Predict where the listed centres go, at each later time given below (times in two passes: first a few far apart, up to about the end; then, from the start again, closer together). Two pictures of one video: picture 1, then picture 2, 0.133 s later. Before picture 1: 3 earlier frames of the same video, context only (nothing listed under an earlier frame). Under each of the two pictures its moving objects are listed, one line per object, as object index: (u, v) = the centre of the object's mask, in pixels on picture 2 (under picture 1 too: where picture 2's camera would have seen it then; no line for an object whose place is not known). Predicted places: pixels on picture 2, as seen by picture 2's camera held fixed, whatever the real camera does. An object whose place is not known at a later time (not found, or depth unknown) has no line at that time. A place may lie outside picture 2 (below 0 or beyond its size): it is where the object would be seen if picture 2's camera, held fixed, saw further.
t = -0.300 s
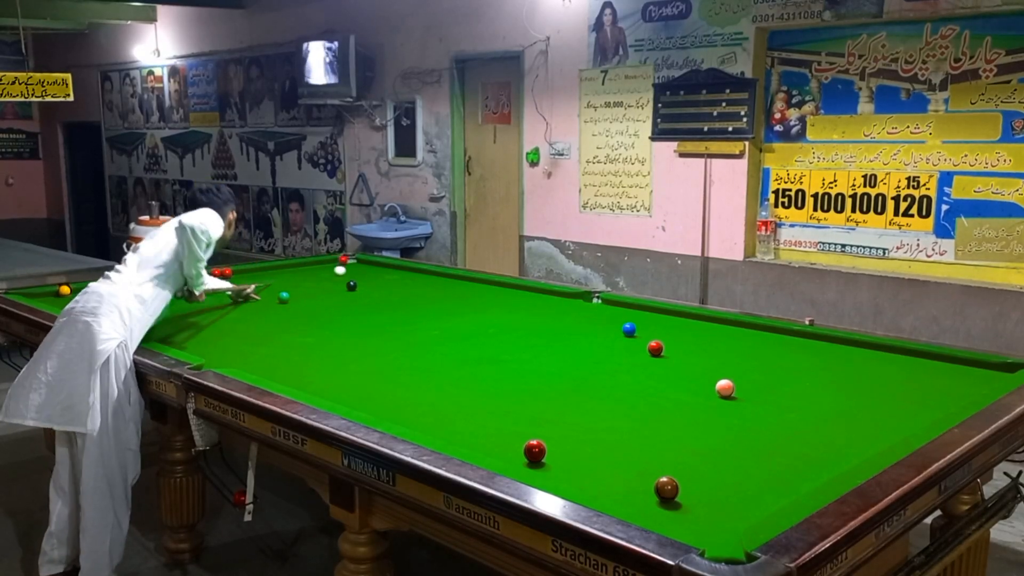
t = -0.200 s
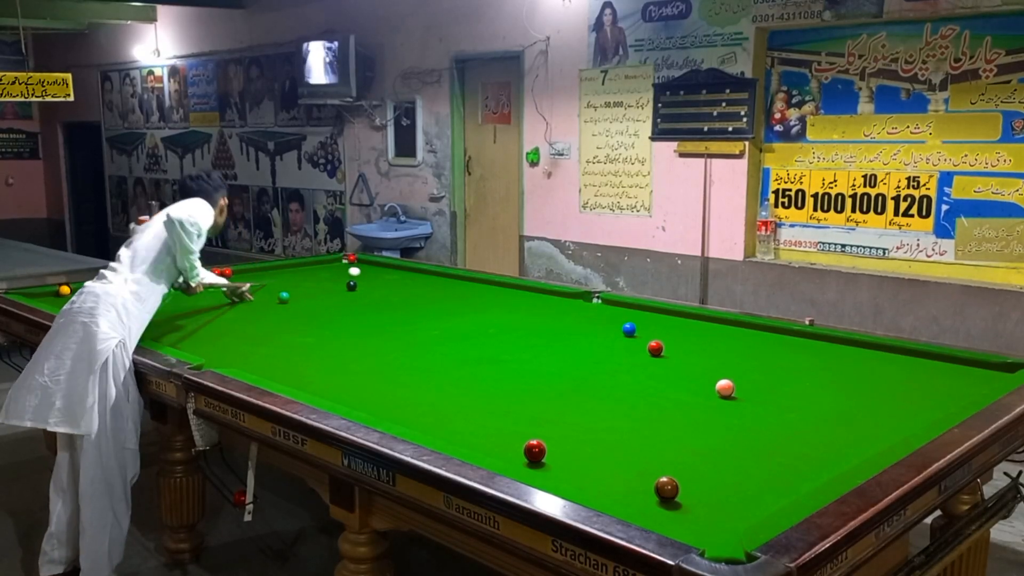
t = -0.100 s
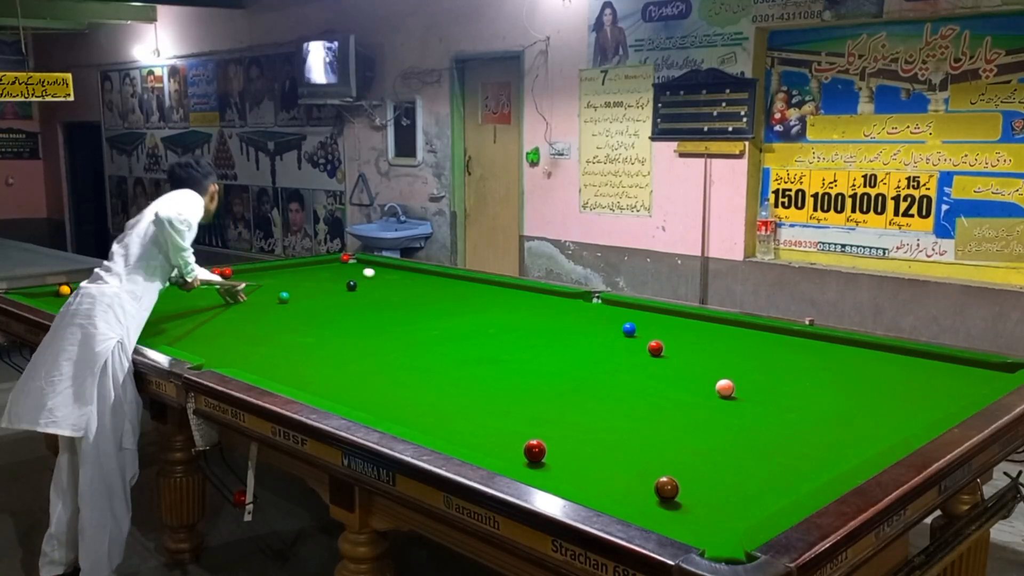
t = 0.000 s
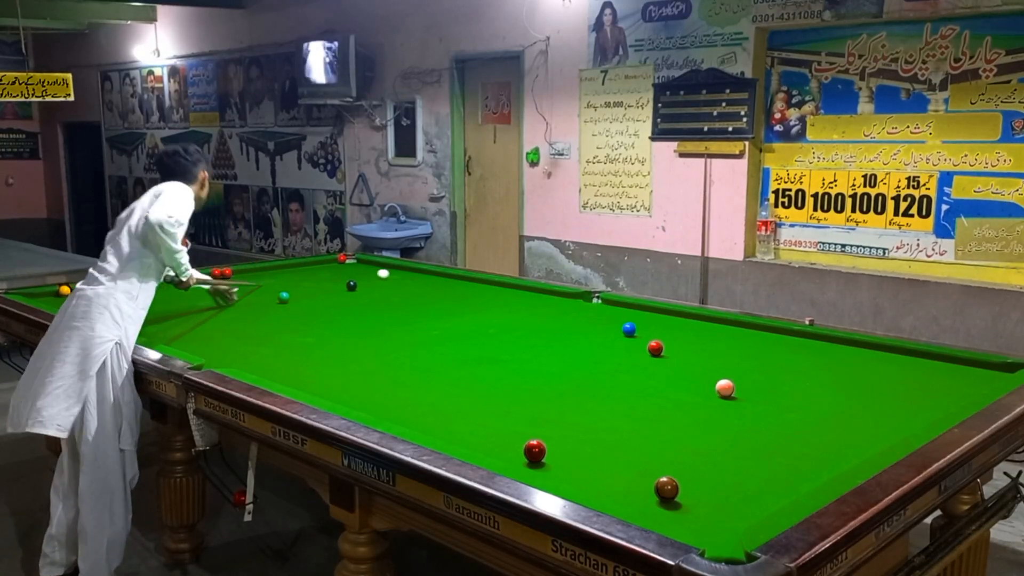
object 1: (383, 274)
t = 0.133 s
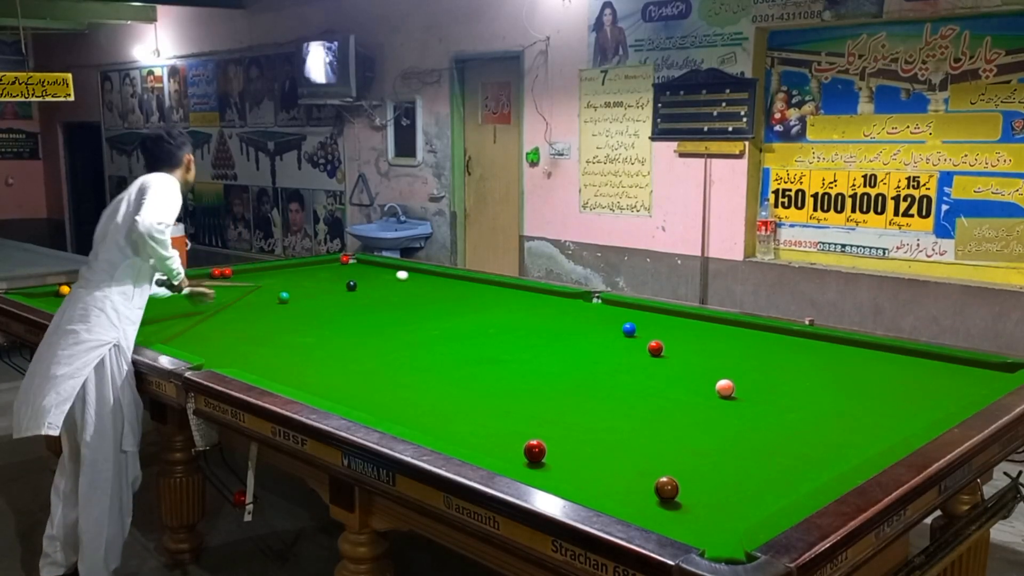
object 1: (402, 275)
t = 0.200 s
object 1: (411, 276)
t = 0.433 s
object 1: (445, 279)
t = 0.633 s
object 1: (473, 281)
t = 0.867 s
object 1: (503, 284)
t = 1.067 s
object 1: (516, 287)
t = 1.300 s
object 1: (531, 292)
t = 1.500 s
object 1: (543, 295)
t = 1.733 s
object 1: (558, 299)
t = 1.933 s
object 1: (570, 302)
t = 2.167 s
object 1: (584, 306)
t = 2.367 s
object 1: (596, 309)
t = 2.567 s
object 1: (607, 313)
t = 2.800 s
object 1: (620, 316)
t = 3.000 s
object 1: (631, 318)
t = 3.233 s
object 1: (642, 323)
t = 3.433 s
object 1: (651, 326)
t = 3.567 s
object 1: (657, 326)
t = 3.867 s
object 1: (669, 331)
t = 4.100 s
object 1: (678, 334)
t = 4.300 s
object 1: (685, 336)
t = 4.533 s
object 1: (692, 338)
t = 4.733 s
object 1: (697, 340)
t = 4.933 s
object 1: (701, 341)
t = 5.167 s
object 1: (705, 342)
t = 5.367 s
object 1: (708, 344)
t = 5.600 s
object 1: (710, 344)
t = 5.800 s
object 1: (711, 344)
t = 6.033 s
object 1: (711, 344)
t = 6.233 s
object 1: (711, 344)
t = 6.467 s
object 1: (711, 344)
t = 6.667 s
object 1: (711, 344)
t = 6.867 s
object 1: (711, 344)
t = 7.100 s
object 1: (711, 344)
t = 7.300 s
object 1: (711, 344)
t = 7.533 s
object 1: (711, 344)
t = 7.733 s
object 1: (711, 344)
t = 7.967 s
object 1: (711, 344)
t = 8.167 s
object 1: (711, 344)
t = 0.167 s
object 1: (407, 276)
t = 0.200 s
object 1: (411, 276)
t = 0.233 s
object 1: (416, 277)
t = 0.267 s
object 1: (421, 277)
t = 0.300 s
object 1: (426, 277)
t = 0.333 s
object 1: (430, 278)
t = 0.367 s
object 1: (435, 278)
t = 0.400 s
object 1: (440, 278)
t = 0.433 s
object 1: (445, 279)
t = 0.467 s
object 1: (449, 279)
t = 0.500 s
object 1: (454, 279)
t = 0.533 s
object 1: (459, 280)
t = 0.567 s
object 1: (463, 280)
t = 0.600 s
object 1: (468, 280)
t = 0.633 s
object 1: (473, 281)
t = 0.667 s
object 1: (477, 281)
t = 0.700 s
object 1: (482, 281)
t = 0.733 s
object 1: (487, 282)
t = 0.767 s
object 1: (491, 282)
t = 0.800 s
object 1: (496, 283)
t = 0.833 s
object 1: (501, 283)
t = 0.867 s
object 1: (503, 284)
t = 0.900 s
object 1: (505, 284)
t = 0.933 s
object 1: (507, 285)
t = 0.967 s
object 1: (509, 286)
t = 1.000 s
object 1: (512, 286)
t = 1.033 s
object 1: (514, 287)
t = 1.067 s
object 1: (516, 287)
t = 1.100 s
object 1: (518, 288)
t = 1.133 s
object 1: (520, 288)
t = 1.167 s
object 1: (522, 289)
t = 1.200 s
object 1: (524, 290)
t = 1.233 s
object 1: (526, 290)
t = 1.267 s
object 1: (529, 291)
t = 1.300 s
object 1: (531, 292)
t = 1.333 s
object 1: (533, 292)
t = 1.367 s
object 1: (535, 293)
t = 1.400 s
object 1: (537, 293)
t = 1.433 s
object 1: (539, 294)
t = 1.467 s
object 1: (541, 294)
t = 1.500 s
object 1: (543, 295)
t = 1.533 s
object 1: (545, 295)
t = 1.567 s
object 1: (547, 296)
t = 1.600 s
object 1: (550, 297)
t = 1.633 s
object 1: (552, 297)
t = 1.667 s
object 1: (554, 298)
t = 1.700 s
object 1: (556, 299)
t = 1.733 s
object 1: (558, 299)
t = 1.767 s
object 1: (560, 299)
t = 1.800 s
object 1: (562, 300)
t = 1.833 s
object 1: (564, 301)
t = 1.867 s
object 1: (566, 301)
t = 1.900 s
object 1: (568, 302)
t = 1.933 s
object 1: (570, 302)
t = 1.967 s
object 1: (572, 303)
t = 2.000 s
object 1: (574, 303)
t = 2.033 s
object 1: (576, 304)
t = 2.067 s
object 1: (578, 304)
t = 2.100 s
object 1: (580, 305)
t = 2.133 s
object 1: (582, 306)
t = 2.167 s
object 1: (584, 306)
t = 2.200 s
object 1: (586, 307)
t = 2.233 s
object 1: (588, 307)
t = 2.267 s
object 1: (590, 308)
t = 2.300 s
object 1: (592, 308)
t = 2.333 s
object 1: (594, 309)
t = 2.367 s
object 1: (596, 309)
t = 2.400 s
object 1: (598, 310)
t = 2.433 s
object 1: (600, 310)
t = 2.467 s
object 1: (602, 311)
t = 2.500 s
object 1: (604, 312)
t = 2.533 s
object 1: (606, 312)
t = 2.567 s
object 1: (607, 313)
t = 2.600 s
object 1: (609, 313)
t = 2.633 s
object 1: (611, 314)
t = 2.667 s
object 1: (613, 314)
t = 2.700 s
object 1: (615, 315)
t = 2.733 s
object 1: (616, 315)
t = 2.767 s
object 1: (618, 316)
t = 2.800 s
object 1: (620, 316)
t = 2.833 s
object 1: (622, 317)
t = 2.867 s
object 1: (623, 317)
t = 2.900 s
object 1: (625, 317)
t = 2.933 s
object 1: (627, 317)
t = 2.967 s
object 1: (629, 318)
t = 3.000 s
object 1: (631, 318)
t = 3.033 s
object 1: (632, 319)
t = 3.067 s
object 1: (634, 319)
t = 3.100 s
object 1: (636, 320)
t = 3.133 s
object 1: (638, 321)
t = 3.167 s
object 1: (639, 322)
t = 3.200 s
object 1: (640, 322)
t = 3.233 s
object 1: (642, 323)
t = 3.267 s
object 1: (643, 324)
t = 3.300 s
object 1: (645, 324)
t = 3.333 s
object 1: (646, 324)
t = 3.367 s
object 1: (648, 325)
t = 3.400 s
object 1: (650, 325)
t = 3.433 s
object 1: (651, 326)
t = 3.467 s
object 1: (653, 326)
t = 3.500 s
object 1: (654, 327)
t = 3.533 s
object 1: (656, 327)
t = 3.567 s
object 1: (657, 326)
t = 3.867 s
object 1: (669, 331)
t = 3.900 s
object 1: (671, 332)
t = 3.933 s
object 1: (672, 332)
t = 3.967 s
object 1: (673, 333)
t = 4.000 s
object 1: (675, 333)
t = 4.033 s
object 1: (676, 333)
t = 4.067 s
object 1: (677, 334)
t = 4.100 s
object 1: (678, 334)
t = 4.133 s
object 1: (679, 335)
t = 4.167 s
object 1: (680, 335)
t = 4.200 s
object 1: (682, 335)
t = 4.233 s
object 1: (683, 336)
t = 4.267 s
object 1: (684, 336)
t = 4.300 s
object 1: (685, 336)
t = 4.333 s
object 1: (686, 336)
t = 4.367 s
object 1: (687, 337)
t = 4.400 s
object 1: (688, 337)
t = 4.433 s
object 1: (690, 338)
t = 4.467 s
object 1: (690, 338)
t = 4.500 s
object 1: (691, 338)
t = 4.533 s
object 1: (692, 338)
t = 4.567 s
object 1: (693, 339)
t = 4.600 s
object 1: (693, 339)
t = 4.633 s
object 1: (694, 339)
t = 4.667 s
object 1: (695, 339)
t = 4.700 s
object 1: (696, 340)
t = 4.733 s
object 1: (697, 340)
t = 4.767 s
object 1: (698, 340)
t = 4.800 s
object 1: (698, 340)
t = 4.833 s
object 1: (699, 341)
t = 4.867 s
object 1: (700, 341)
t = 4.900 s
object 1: (701, 341)
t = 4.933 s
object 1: (701, 341)
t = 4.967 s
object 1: (702, 342)
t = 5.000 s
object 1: (703, 342)
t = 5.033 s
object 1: (703, 342)
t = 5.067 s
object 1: (704, 342)
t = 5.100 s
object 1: (704, 342)
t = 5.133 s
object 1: (705, 342)
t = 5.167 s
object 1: (705, 342)
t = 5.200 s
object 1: (706, 343)
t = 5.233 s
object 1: (706, 343)
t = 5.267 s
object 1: (707, 343)
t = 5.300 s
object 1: (707, 343)
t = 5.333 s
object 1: (707, 343)
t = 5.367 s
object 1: (708, 344)
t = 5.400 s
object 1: (708, 344)
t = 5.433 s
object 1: (709, 344)
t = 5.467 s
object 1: (709, 344)
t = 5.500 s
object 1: (709, 344)
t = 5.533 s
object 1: (710, 344)
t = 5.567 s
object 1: (710, 344)
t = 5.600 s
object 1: (710, 344)
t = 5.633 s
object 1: (710, 344)
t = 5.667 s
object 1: (711, 344)
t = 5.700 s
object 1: (711, 344)
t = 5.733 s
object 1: (711, 344)
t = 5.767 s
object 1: (711, 344)
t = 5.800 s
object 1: (711, 344)
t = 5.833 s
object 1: (711, 344)
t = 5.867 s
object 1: (711, 344)
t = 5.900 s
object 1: (711, 344)
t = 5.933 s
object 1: (711, 344)
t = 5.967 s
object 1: (711, 344)
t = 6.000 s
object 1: (711, 344)
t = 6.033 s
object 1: (711, 344)
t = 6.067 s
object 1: (711, 344)
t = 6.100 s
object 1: (711, 344)
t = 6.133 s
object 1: (711, 344)
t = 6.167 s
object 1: (711, 344)
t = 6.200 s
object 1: (711, 344)
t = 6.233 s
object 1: (711, 344)
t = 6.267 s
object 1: (711, 344)
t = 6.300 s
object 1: (711, 344)
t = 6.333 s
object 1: (711, 344)
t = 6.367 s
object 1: (711, 344)
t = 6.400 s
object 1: (711, 344)
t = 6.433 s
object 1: (711, 344)
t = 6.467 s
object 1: (711, 344)
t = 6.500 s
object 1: (711, 344)
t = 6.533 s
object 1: (711, 344)
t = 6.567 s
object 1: (711, 344)
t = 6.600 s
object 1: (711, 344)
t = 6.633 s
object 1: (711, 344)
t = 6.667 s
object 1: (711, 344)
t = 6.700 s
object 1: (711, 344)
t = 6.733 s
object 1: (711, 344)
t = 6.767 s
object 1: (711, 344)
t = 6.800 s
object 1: (711, 344)
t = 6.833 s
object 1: (711, 344)
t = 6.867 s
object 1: (711, 344)
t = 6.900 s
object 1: (711, 344)
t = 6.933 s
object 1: (711, 344)
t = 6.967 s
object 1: (711, 344)
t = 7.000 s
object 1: (711, 344)
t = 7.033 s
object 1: (711, 344)
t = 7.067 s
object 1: (711, 344)
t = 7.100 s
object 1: (711, 344)
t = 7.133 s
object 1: (711, 344)
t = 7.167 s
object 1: (711, 344)
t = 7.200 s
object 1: (711, 344)
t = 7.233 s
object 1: (711, 344)
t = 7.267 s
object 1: (711, 344)
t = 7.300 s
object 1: (711, 344)
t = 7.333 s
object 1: (711, 344)
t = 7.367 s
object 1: (711, 344)
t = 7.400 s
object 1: (711, 344)
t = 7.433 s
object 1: (711, 344)
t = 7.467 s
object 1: (711, 344)
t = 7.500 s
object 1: (711, 344)
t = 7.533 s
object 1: (711, 344)
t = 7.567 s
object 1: (711, 344)
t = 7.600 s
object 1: (711, 344)
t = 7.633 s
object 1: (711, 344)
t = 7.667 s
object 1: (711, 344)
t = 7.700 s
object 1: (711, 344)
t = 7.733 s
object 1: (711, 344)
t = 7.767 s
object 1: (711, 344)
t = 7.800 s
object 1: (711, 344)
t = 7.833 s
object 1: (711, 344)
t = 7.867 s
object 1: (711, 344)
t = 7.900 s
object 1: (711, 344)
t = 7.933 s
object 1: (711, 344)
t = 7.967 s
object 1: (711, 344)
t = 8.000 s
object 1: (711, 344)
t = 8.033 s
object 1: (711, 344)
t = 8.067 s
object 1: (711, 344)
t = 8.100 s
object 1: (711, 344)
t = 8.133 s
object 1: (711, 344)
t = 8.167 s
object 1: (711, 344)
